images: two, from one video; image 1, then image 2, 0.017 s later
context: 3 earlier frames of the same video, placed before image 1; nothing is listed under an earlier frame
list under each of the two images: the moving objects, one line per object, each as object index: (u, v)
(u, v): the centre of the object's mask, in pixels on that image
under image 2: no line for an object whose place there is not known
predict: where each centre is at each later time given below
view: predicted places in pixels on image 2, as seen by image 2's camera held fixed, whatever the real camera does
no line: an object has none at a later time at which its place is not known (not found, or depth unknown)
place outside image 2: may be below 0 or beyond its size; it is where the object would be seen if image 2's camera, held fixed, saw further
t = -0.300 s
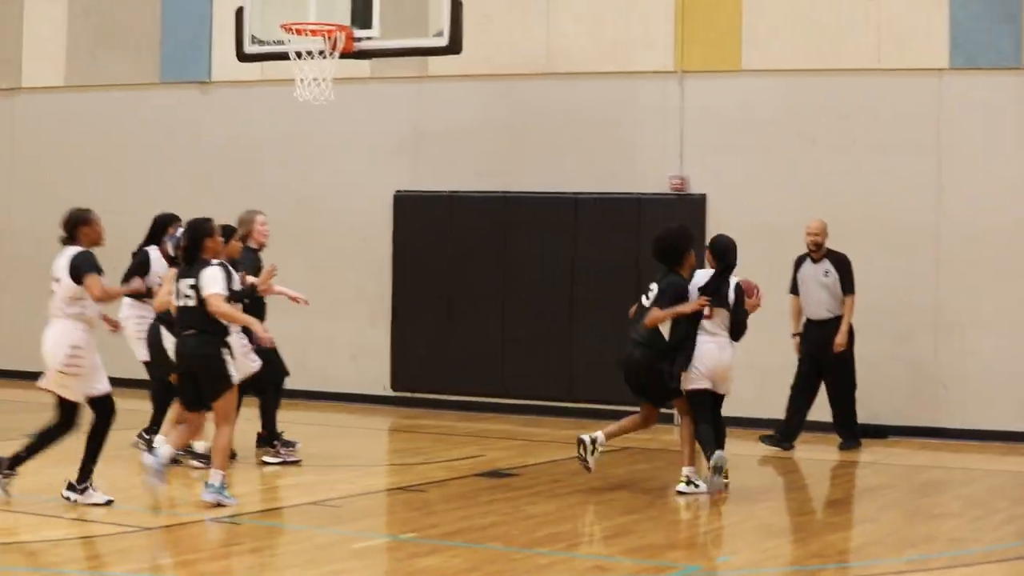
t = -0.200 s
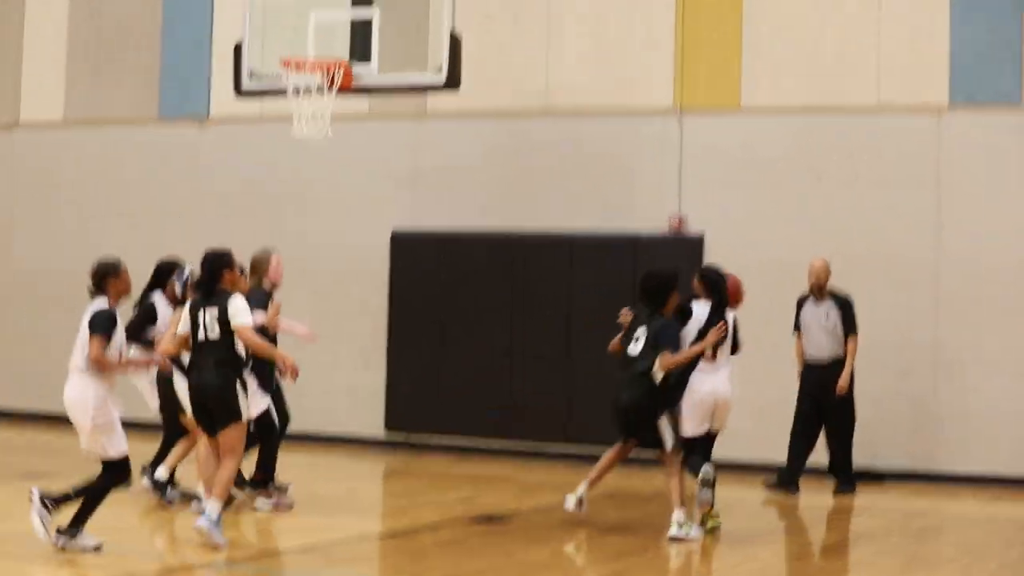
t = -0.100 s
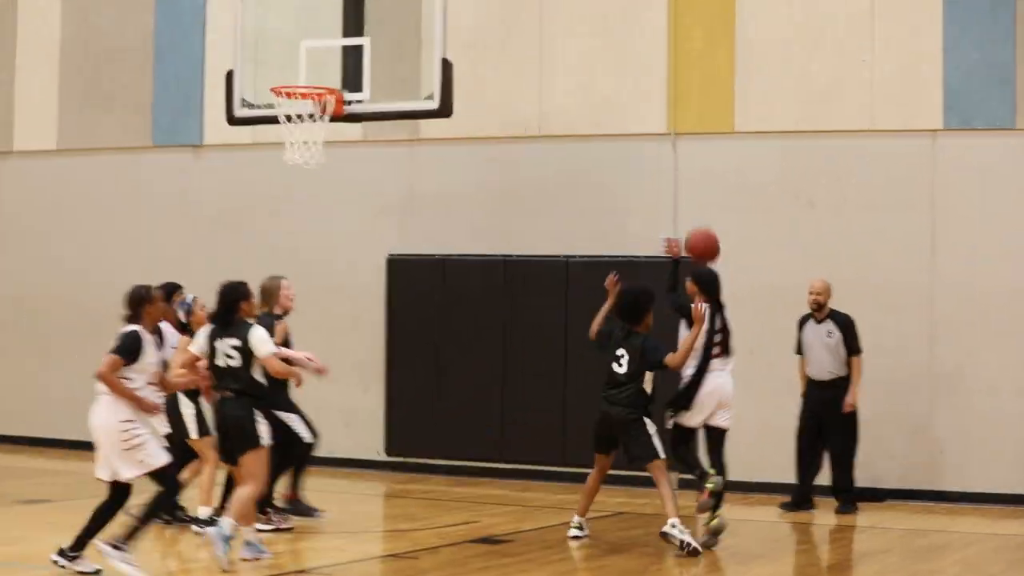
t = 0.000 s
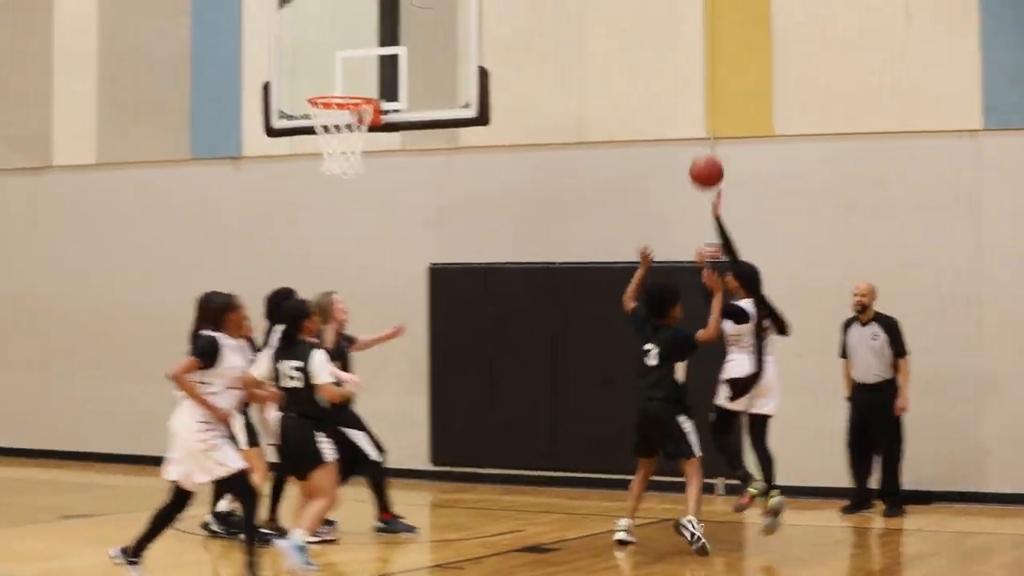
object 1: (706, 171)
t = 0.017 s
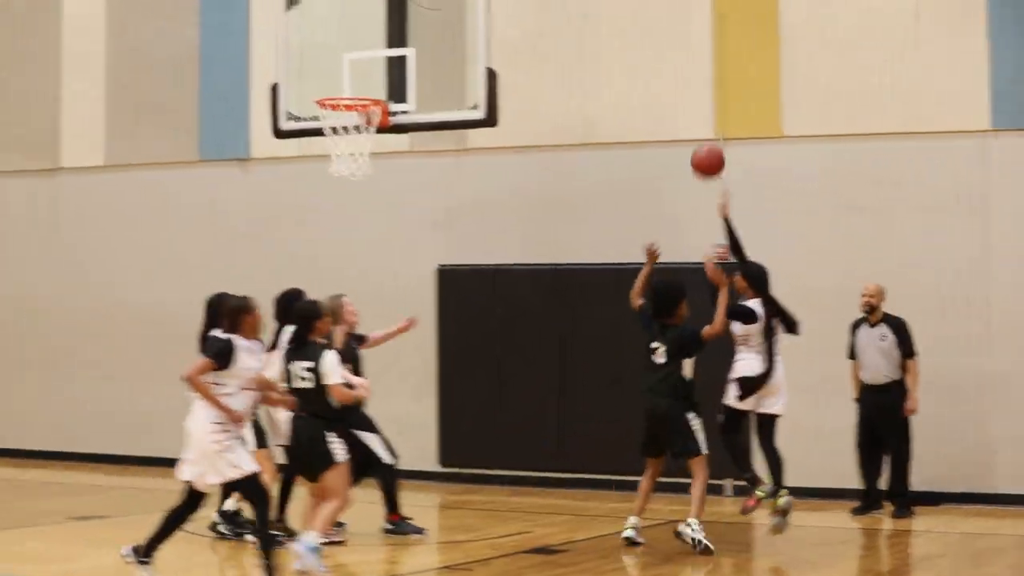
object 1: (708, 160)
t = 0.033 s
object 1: (698, 150)
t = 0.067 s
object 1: (682, 129)
